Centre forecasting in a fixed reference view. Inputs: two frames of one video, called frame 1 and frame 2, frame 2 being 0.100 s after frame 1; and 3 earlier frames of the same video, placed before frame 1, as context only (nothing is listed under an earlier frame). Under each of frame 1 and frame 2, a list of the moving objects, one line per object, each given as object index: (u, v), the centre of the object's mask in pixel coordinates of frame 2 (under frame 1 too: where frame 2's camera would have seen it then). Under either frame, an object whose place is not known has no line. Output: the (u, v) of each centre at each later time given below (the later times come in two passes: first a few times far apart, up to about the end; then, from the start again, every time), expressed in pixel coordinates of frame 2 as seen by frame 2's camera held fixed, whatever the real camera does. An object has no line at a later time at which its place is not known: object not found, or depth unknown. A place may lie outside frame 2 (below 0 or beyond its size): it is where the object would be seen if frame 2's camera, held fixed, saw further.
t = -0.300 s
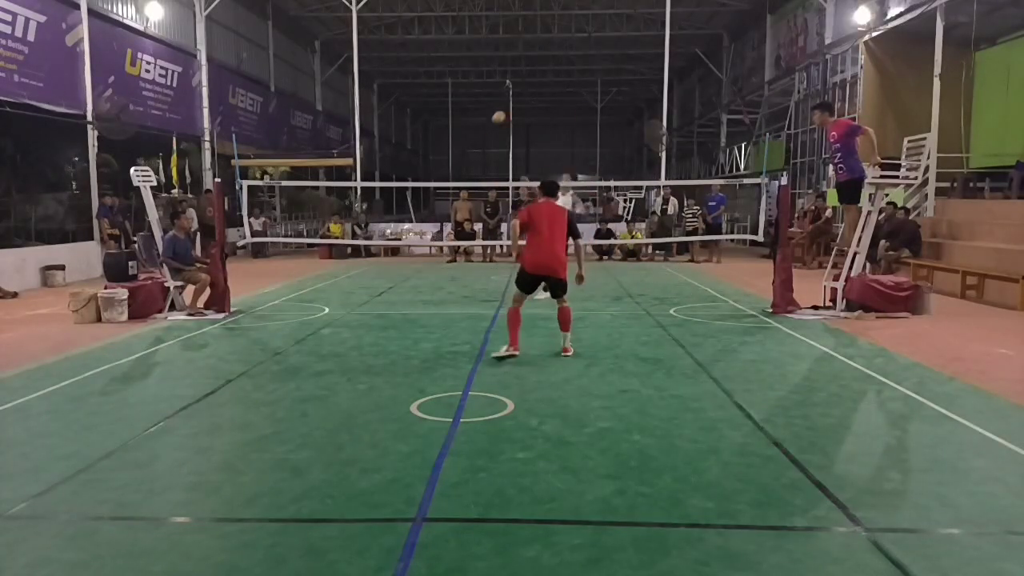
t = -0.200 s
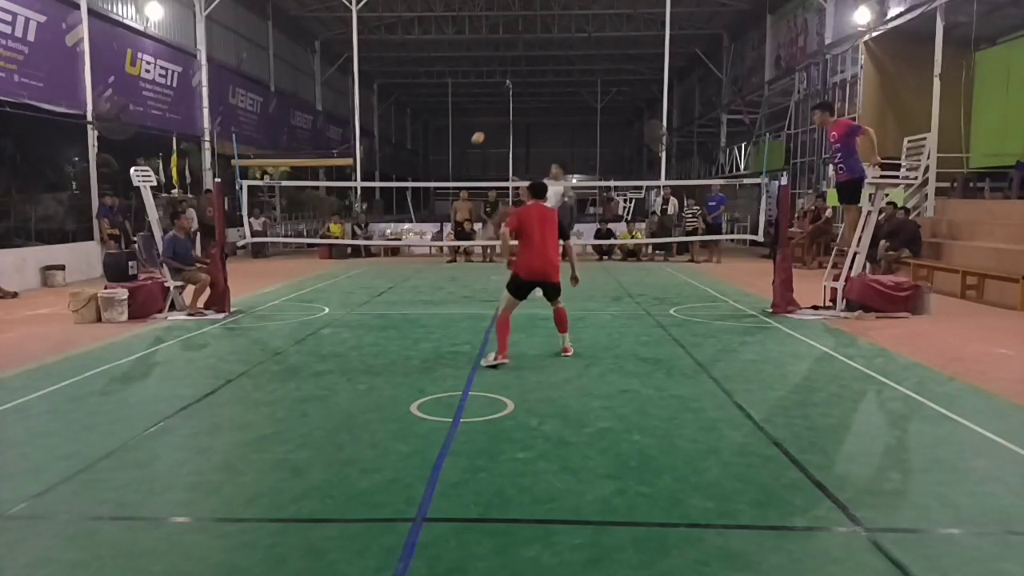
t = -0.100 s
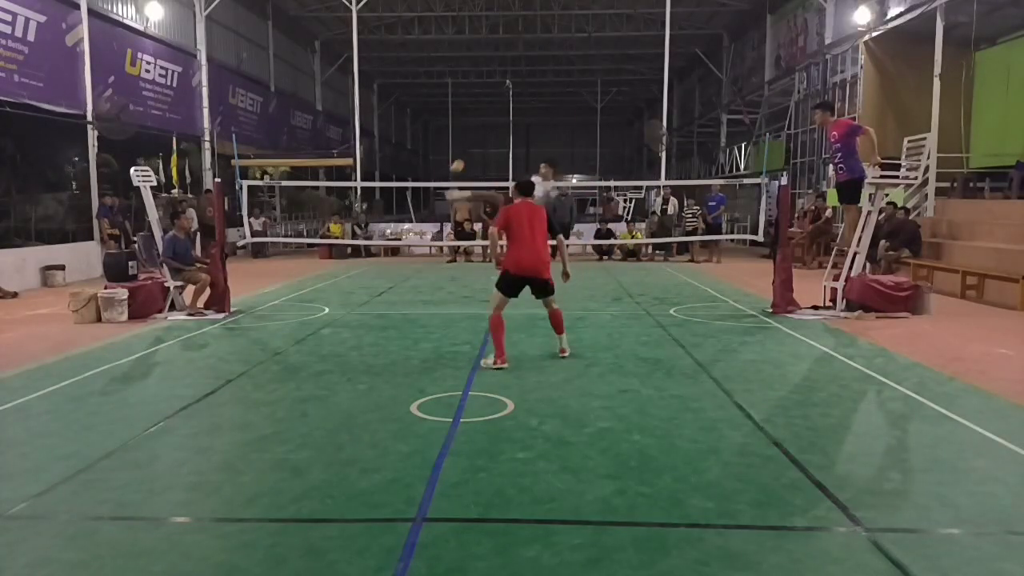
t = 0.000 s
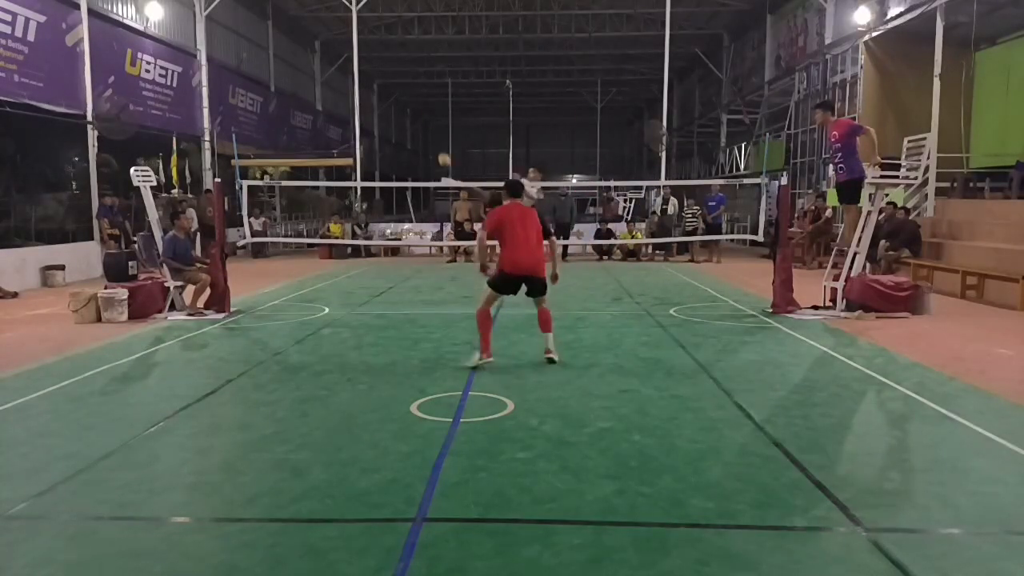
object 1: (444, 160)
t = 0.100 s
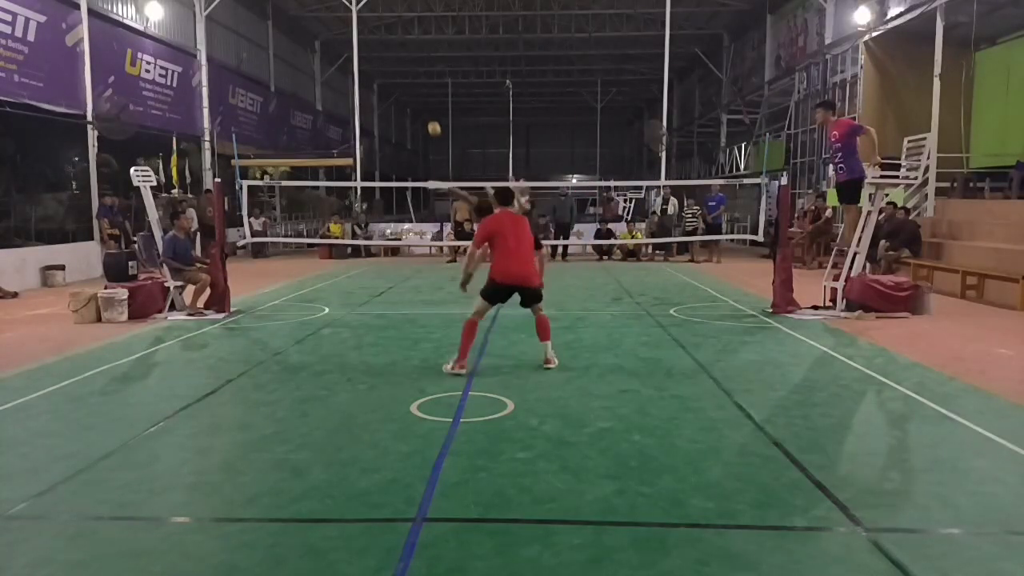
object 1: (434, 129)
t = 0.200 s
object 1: (422, 102)
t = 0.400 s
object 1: (394, 66)
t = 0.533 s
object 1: (369, 64)
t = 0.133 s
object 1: (430, 119)
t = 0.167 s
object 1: (427, 110)
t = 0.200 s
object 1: (422, 102)
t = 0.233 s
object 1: (418, 94)
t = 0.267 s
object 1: (414, 86)
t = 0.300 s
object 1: (409, 80)
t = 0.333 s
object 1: (405, 74)
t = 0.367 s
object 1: (399, 69)
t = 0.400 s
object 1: (394, 66)
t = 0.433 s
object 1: (388, 63)
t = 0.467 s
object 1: (382, 62)
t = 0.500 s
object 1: (376, 62)
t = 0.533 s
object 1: (369, 64)
